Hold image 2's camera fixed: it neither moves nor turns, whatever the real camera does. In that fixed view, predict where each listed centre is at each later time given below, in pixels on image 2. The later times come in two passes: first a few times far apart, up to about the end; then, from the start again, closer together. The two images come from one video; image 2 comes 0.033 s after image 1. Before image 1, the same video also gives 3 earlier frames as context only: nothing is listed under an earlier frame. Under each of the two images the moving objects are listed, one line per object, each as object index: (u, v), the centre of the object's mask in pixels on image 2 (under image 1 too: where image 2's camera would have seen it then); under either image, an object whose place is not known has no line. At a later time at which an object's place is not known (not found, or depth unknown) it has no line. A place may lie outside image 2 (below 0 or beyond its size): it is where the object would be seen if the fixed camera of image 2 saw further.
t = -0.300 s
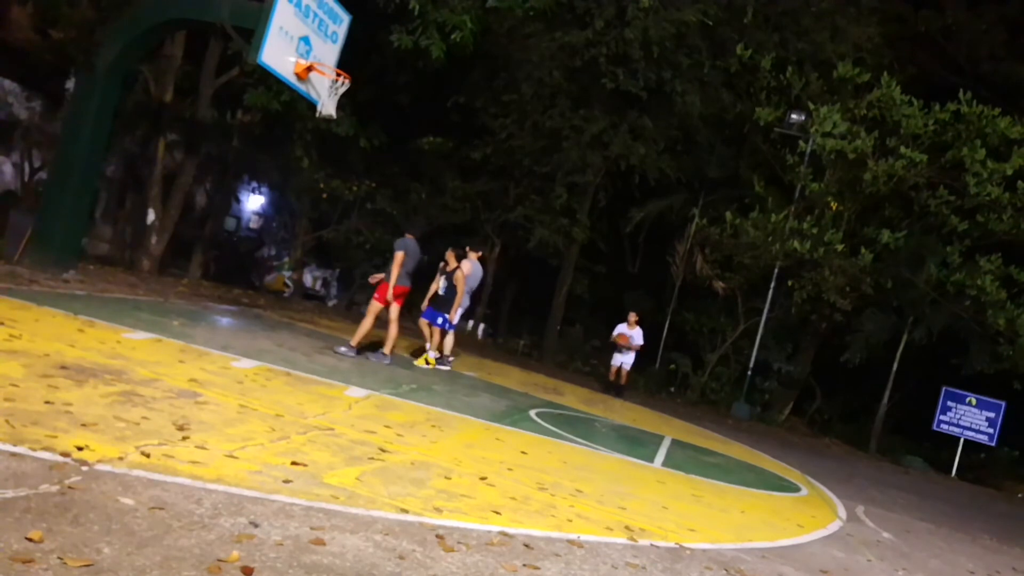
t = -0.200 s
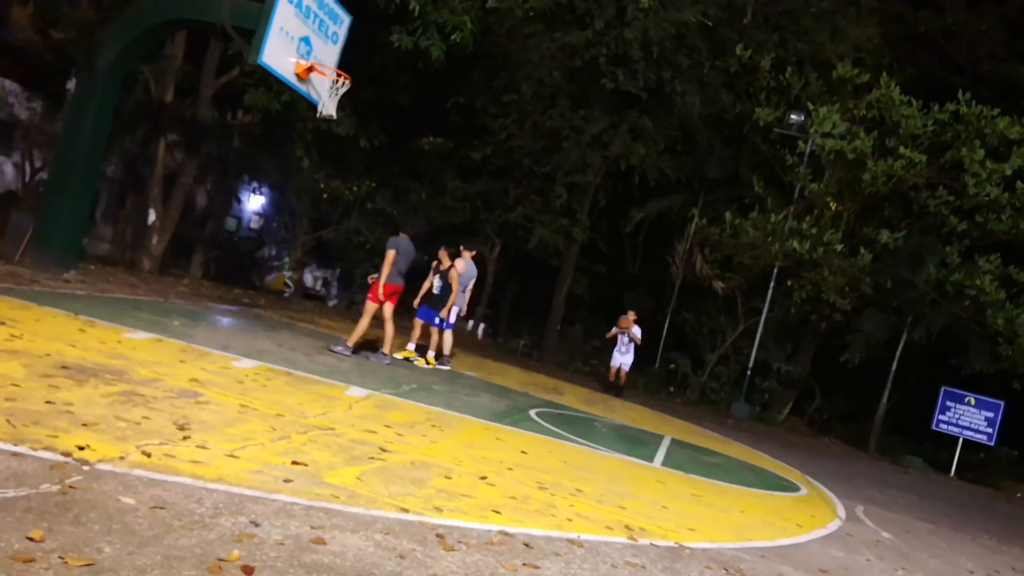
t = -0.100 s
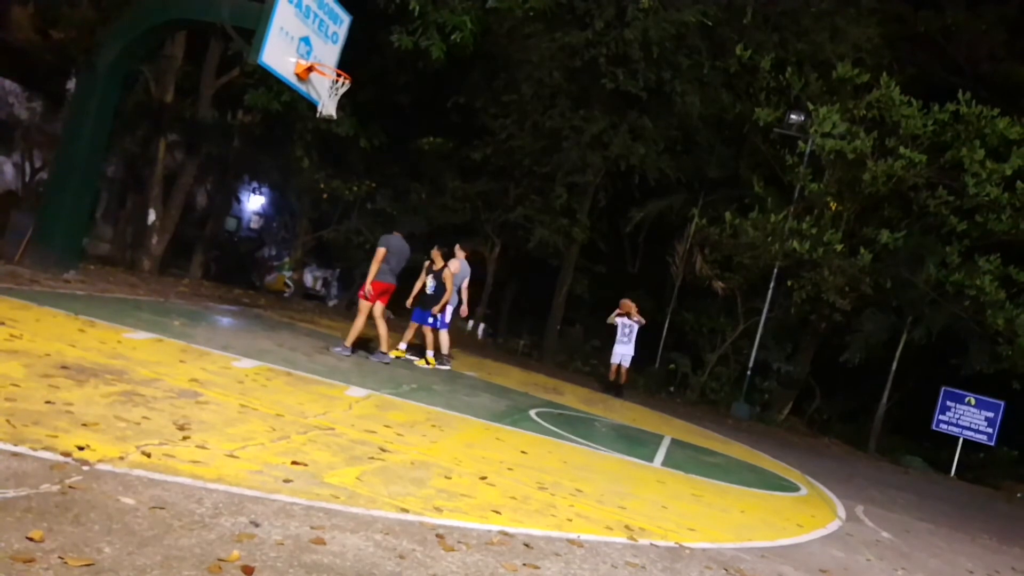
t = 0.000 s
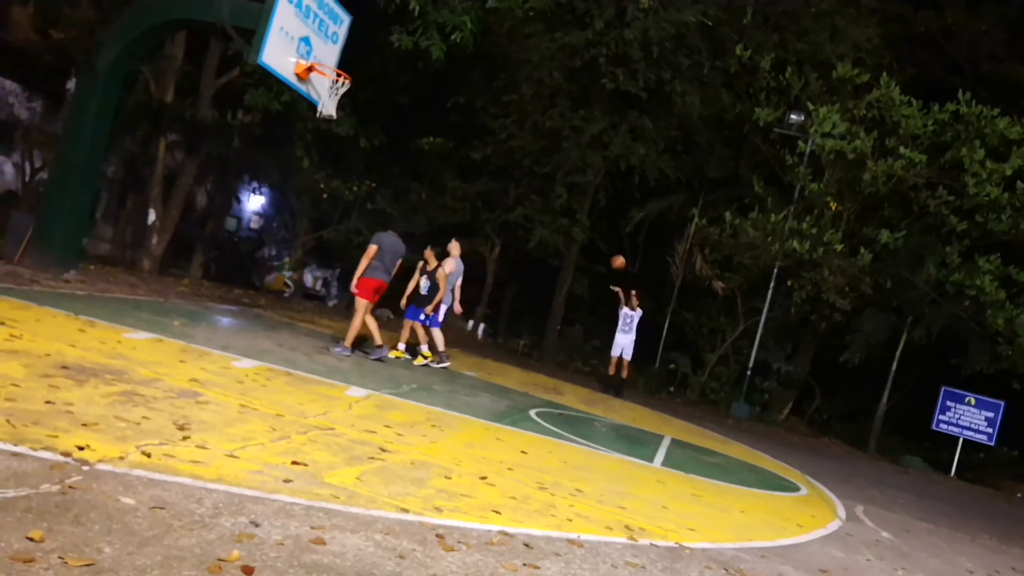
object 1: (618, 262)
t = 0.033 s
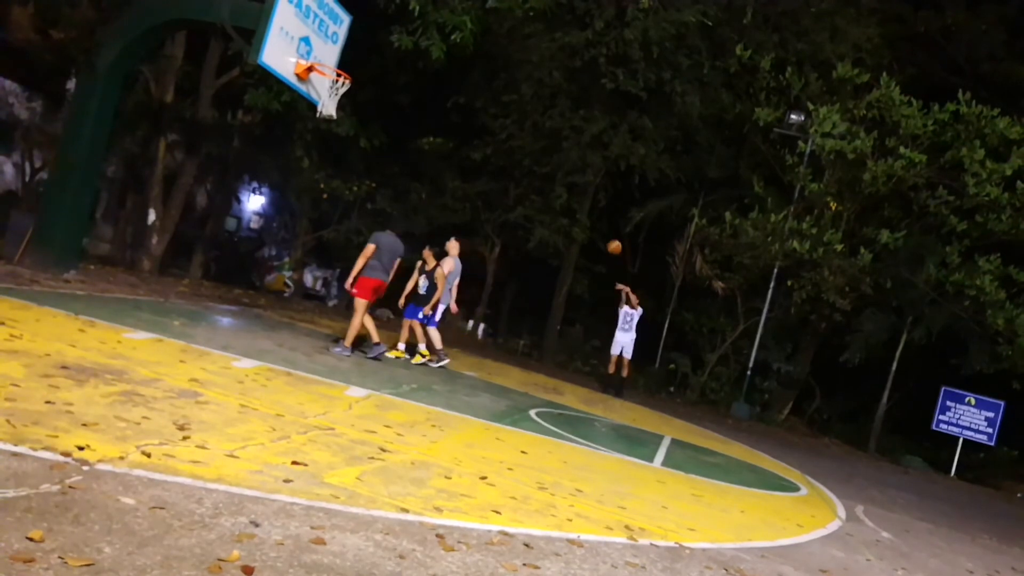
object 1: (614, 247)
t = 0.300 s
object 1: (574, 140)
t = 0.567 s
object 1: (514, 66)
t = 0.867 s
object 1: (417, 34)
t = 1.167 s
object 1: (278, 74)
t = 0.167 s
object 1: (596, 190)
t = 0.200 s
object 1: (591, 178)
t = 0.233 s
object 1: (585, 164)
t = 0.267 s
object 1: (580, 152)
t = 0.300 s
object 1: (574, 140)
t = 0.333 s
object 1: (567, 128)
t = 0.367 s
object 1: (561, 118)
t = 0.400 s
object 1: (553, 108)
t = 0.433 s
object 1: (547, 98)
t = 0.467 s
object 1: (539, 89)
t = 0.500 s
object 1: (531, 80)
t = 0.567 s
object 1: (514, 66)
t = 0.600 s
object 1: (505, 59)
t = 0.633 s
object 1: (496, 53)
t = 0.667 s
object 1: (486, 48)
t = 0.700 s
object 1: (476, 44)
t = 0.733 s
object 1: (465, 41)
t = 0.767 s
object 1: (453, 37)
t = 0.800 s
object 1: (443, 35)
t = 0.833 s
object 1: (430, 34)
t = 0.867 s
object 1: (417, 34)
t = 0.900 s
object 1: (404, 33)
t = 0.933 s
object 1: (390, 35)
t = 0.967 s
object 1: (376, 37)
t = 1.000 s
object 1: (361, 41)
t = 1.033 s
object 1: (346, 46)
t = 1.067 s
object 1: (329, 52)
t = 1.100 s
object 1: (313, 57)
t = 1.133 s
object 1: (296, 66)
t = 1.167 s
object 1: (278, 74)
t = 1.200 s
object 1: (259, 84)
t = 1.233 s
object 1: (240, 95)
